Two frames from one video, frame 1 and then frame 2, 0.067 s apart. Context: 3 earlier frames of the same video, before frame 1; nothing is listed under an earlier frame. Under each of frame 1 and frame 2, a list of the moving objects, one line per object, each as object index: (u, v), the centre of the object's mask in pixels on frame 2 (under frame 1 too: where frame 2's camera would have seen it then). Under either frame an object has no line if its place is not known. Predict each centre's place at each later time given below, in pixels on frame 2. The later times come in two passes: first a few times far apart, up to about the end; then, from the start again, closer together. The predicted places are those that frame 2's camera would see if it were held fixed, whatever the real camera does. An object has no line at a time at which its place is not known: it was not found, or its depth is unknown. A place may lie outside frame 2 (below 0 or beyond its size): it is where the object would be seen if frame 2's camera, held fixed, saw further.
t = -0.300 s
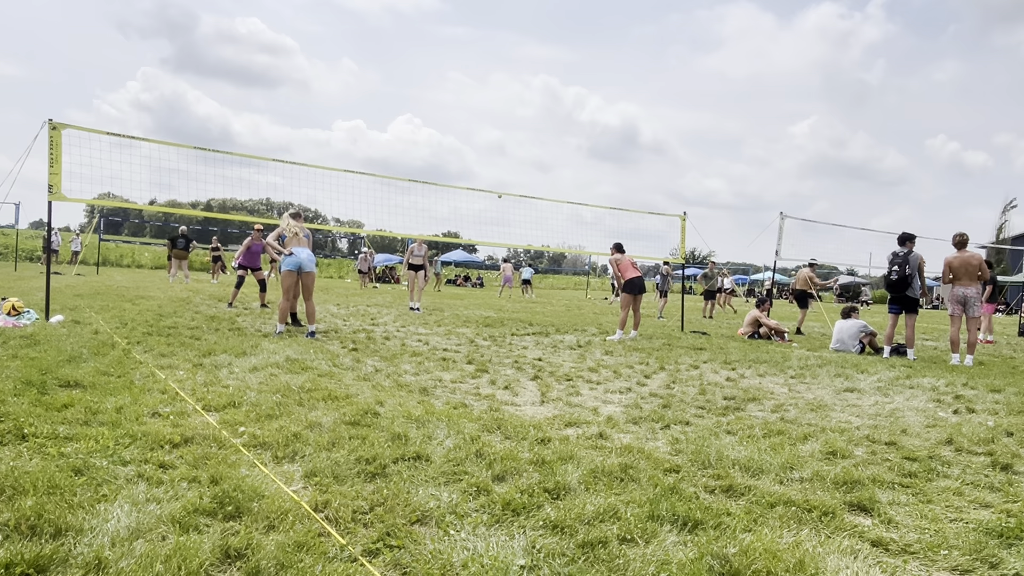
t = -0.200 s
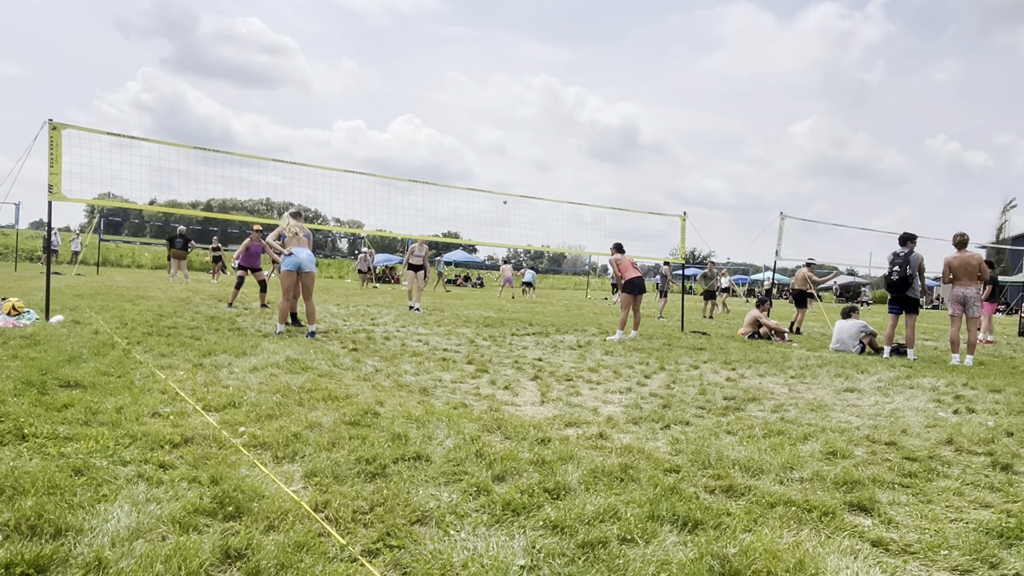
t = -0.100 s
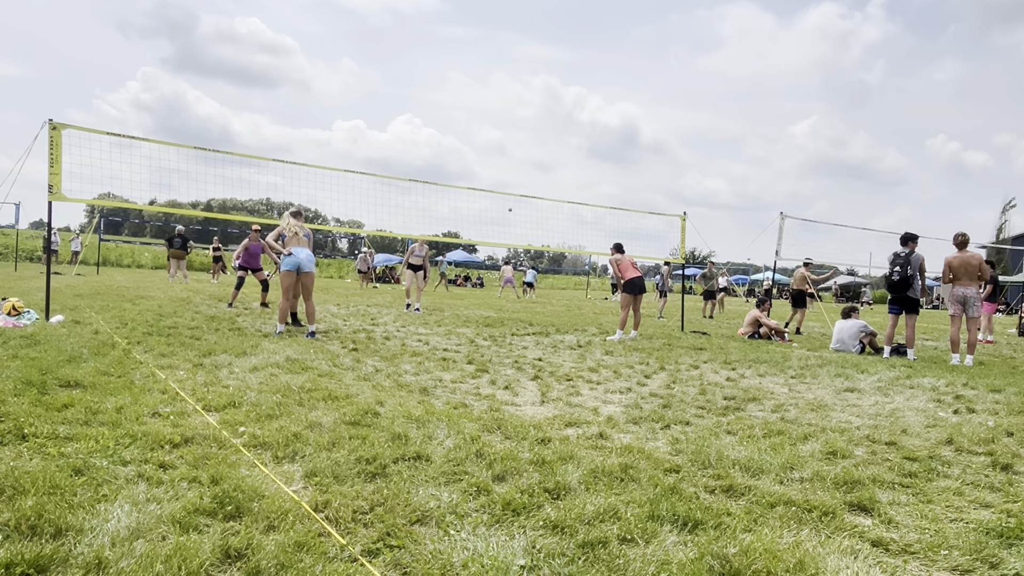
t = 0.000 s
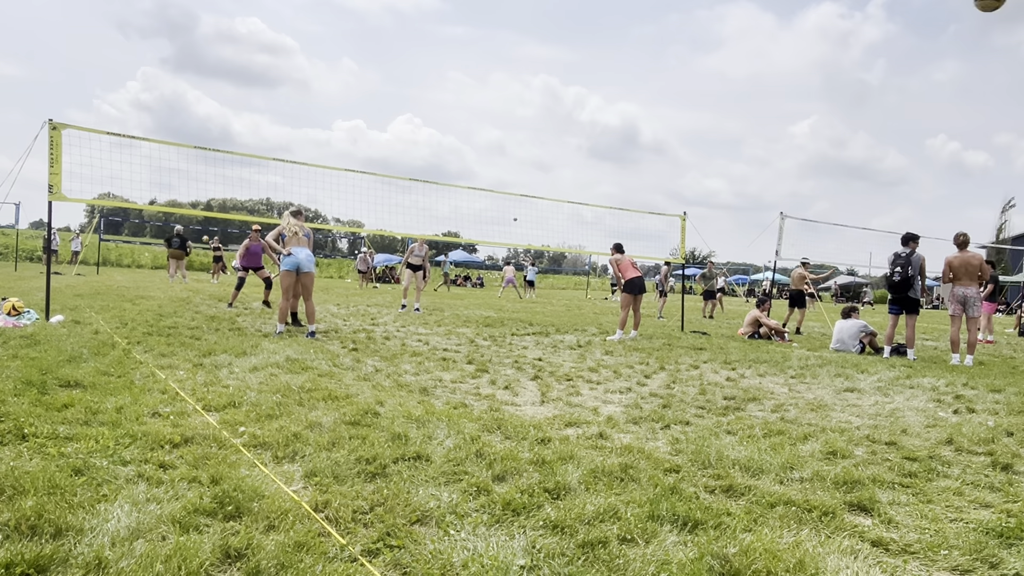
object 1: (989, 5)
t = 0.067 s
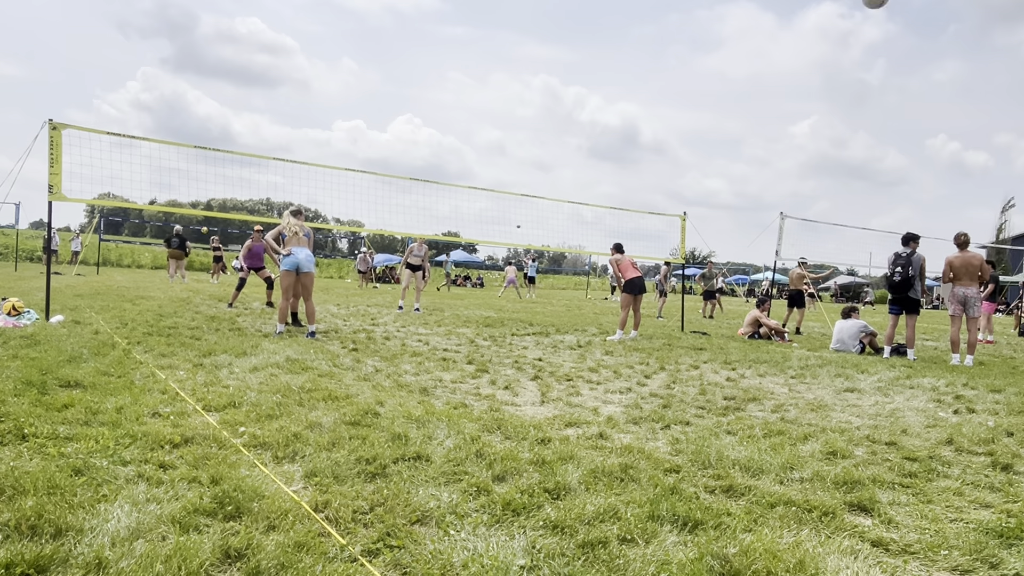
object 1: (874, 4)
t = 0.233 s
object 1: (672, 8)
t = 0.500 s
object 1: (477, 62)
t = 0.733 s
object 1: (366, 129)
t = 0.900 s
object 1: (312, 180)
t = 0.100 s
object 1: (826, 4)
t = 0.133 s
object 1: (783, 4)
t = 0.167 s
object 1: (743, 5)
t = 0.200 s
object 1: (706, 7)
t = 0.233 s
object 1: (672, 8)
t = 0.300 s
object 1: (613, 17)
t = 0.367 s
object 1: (562, 29)
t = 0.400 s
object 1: (539, 37)
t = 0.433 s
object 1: (517, 45)
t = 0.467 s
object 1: (497, 53)
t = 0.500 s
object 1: (477, 62)
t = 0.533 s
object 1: (458, 72)
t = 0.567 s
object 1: (441, 81)
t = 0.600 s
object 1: (424, 90)
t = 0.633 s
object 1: (408, 100)
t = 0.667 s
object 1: (393, 110)
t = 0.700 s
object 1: (379, 119)
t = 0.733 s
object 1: (366, 129)
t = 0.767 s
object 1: (354, 139)
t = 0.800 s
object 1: (343, 149)
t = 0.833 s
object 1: (332, 159)
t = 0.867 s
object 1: (322, 170)
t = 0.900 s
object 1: (312, 180)
